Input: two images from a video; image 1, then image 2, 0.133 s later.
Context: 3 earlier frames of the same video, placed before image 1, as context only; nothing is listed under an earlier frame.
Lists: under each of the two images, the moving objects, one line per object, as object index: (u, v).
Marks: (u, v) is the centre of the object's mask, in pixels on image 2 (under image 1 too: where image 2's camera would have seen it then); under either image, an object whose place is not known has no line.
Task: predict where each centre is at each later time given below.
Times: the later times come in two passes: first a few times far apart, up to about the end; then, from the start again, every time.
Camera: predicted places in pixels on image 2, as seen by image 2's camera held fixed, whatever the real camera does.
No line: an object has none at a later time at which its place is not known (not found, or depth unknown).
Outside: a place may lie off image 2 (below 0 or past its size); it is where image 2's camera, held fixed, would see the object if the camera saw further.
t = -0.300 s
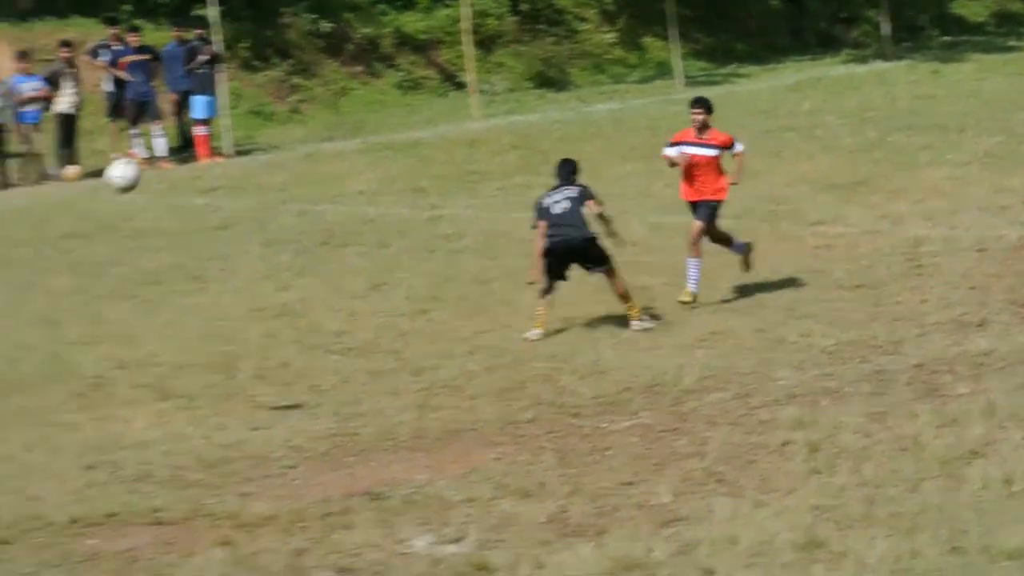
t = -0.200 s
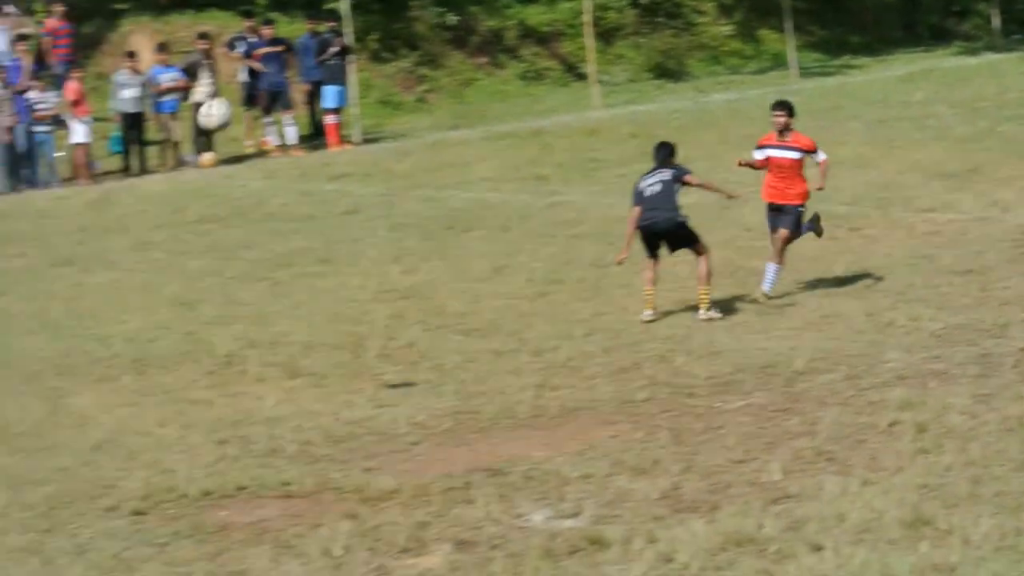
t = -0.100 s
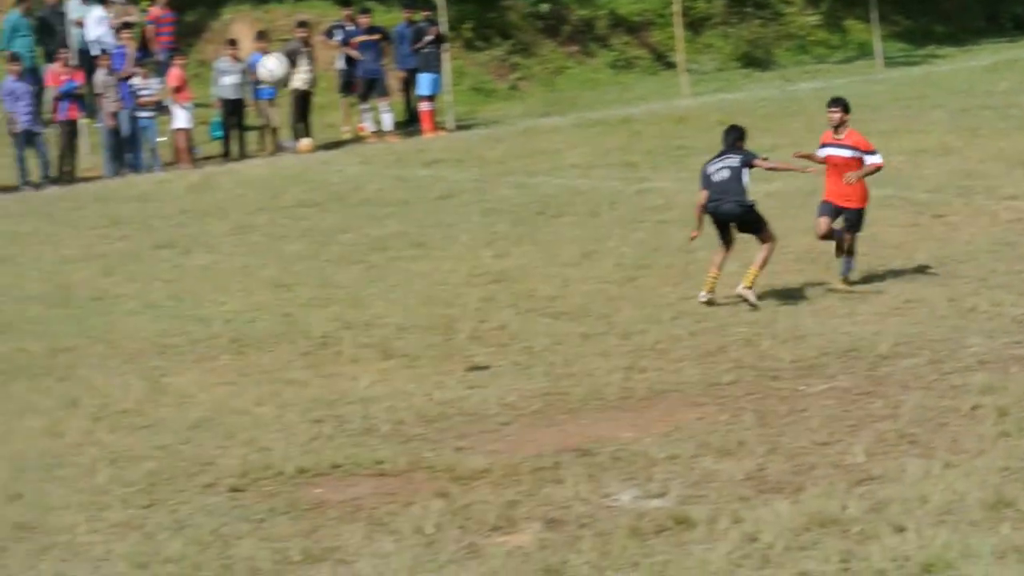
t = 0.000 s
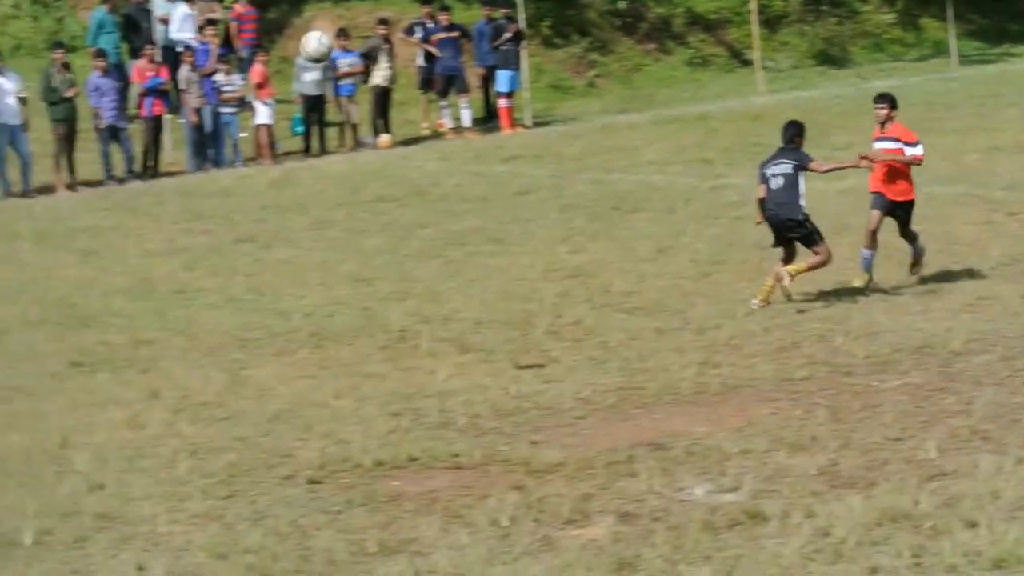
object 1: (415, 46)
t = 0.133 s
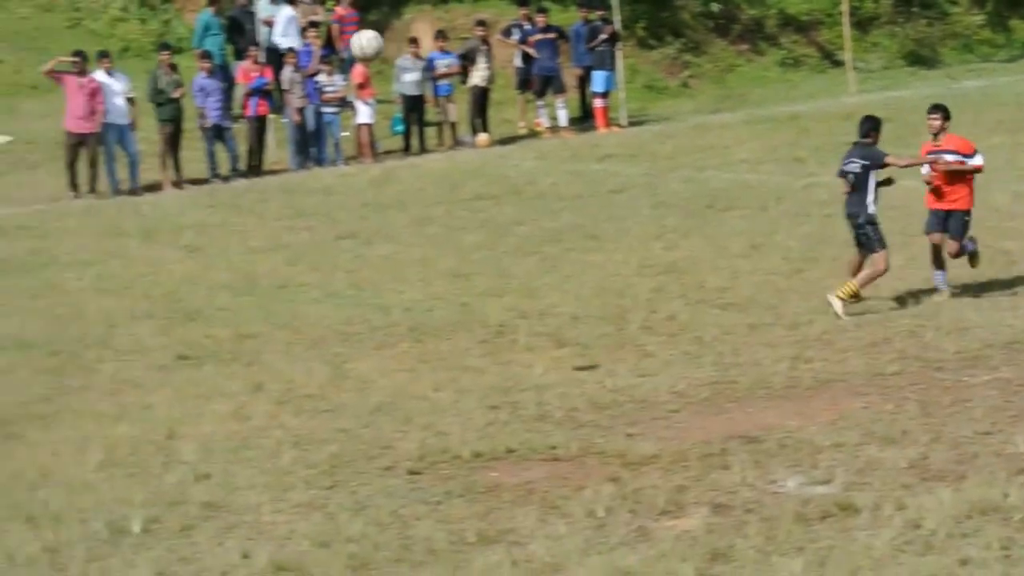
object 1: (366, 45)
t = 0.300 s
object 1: (306, 79)
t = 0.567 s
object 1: (211, 223)
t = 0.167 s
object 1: (353, 48)
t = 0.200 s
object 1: (341, 54)
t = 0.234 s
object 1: (330, 62)
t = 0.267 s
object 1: (318, 70)
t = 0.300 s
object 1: (306, 79)
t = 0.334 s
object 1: (293, 91)
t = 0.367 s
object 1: (281, 105)
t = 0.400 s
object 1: (270, 120)
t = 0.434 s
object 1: (258, 137)
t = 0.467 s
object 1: (247, 154)
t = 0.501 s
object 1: (235, 177)
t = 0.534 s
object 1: (223, 200)
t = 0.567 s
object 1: (211, 223)
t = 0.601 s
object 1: (200, 251)
